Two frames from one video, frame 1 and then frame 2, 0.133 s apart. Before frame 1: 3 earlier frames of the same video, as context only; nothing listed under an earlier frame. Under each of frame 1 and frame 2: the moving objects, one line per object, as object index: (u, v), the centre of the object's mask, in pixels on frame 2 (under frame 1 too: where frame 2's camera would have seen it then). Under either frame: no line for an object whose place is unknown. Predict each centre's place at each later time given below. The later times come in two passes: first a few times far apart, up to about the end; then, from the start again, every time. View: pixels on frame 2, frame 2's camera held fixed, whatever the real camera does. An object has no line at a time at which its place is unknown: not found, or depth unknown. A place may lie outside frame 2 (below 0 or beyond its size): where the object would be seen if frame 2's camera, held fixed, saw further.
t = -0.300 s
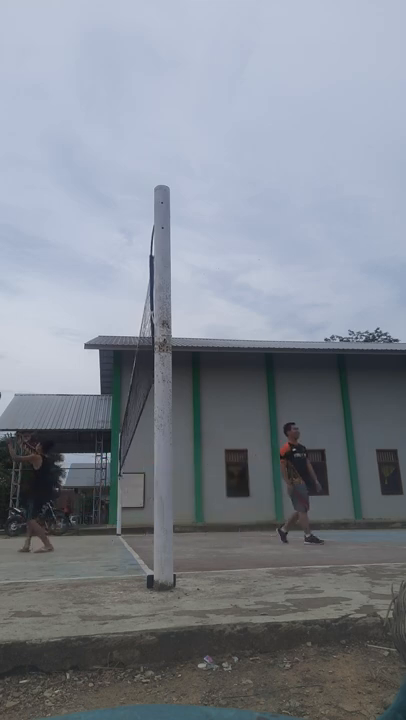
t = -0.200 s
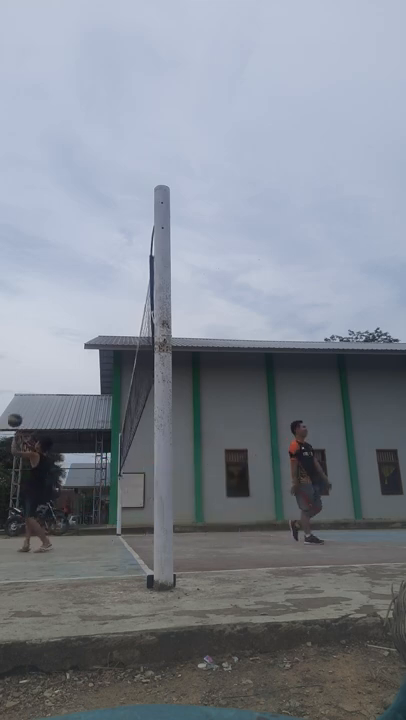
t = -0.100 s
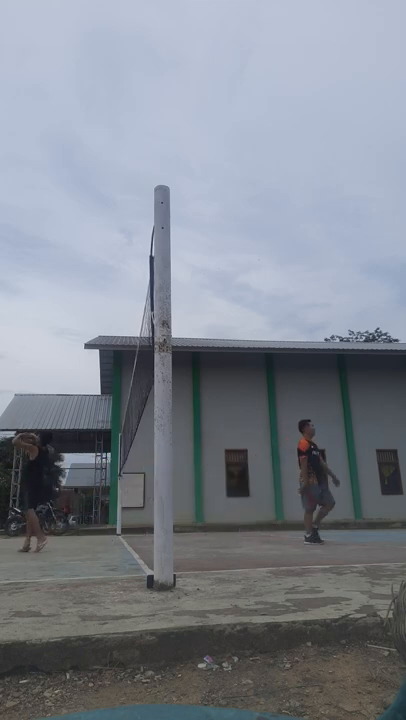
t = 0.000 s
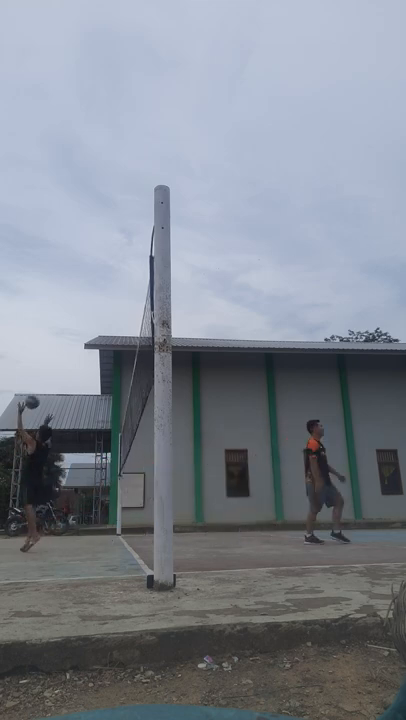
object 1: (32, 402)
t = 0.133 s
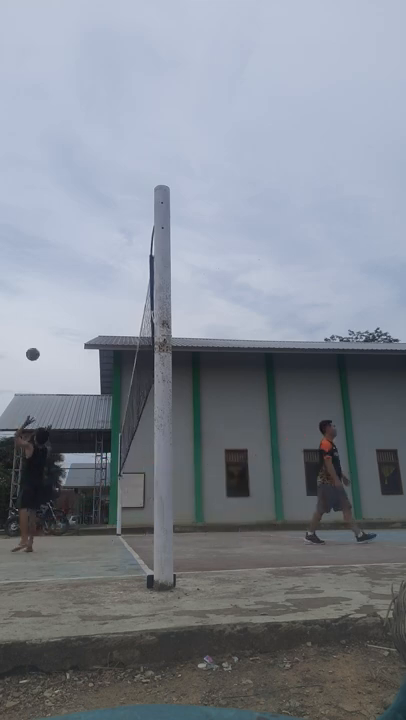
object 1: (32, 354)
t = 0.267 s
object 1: (32, 321)
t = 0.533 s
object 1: (28, 291)
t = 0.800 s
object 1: (23, 298)
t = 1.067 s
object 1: (16, 337)
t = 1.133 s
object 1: (14, 351)
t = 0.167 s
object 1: (32, 344)
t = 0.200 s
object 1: (32, 336)
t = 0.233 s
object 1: (32, 328)
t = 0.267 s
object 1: (32, 321)
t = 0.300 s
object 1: (32, 315)
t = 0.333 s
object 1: (31, 310)
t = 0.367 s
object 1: (31, 305)
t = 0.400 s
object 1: (30, 301)
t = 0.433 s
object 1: (30, 297)
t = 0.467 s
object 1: (29, 295)
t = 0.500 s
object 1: (29, 292)
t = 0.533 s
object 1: (28, 291)
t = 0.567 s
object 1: (28, 290)
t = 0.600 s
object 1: (27, 290)
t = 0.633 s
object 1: (26, 290)
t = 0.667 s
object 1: (26, 290)
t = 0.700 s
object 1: (25, 292)
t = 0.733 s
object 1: (24, 293)
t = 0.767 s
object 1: (24, 296)
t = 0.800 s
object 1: (23, 298)
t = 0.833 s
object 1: (22, 301)
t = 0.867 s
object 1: (21, 305)
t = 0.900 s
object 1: (20, 309)
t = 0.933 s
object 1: (20, 314)
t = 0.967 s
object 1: (19, 319)
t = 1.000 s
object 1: (18, 324)
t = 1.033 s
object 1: (17, 330)
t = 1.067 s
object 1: (16, 337)
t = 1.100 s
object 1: (15, 344)
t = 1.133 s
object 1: (14, 351)
